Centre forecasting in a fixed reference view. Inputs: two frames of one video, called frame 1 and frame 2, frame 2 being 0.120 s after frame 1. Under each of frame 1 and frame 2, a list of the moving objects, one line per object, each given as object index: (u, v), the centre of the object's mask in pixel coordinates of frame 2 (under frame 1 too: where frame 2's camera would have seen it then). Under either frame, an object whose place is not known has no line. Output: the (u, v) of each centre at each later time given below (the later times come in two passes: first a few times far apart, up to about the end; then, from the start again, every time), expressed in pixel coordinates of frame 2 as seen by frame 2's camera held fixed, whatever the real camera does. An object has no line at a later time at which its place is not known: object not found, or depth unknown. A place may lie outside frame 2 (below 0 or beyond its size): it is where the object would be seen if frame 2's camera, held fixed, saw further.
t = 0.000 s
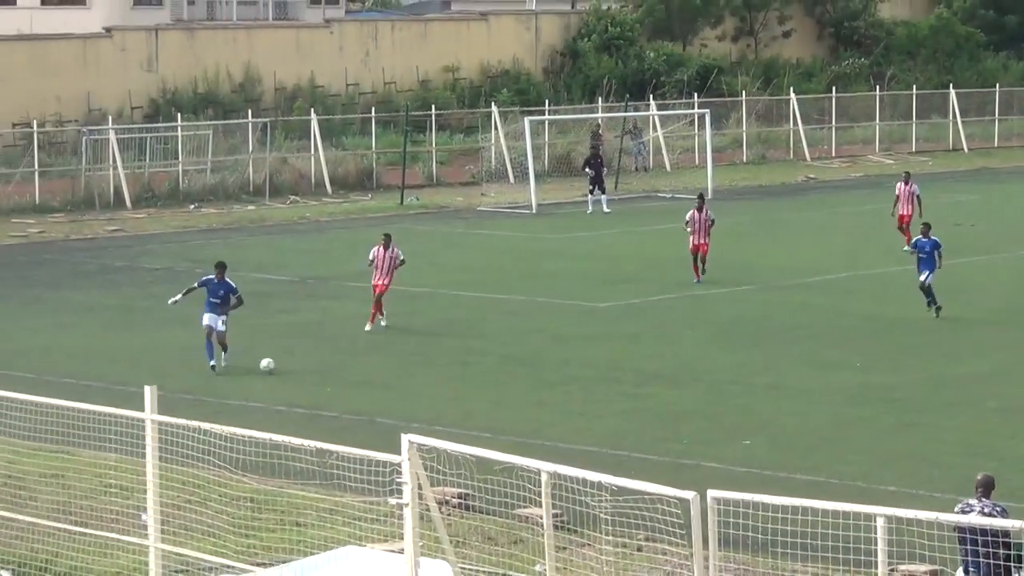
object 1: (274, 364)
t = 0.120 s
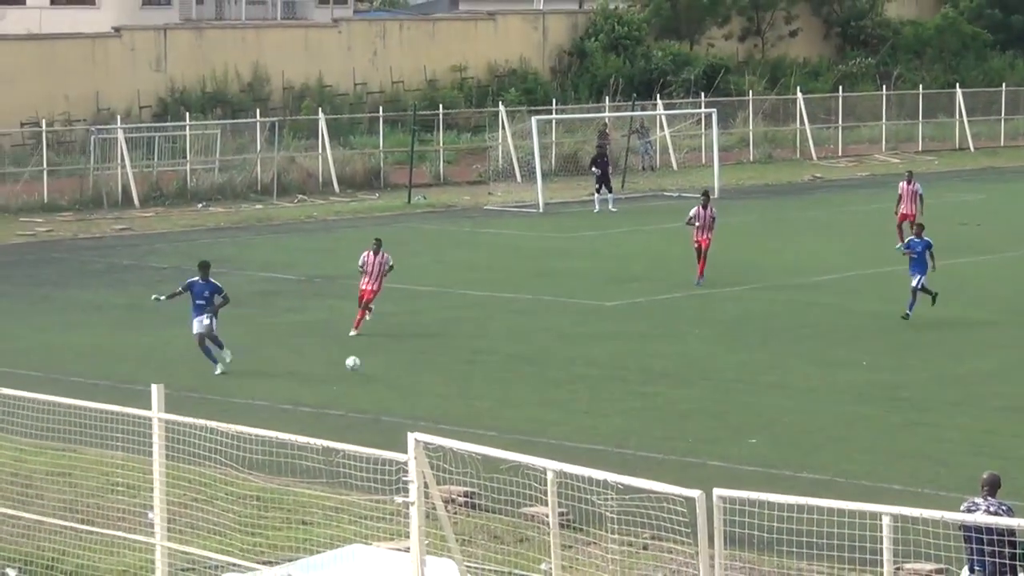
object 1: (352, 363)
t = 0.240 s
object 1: (428, 369)
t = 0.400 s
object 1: (516, 369)
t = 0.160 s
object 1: (377, 364)
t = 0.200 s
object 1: (403, 366)
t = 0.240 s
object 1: (428, 369)
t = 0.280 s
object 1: (452, 369)
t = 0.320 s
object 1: (473, 368)
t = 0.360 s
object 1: (494, 368)
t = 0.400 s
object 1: (516, 369)
